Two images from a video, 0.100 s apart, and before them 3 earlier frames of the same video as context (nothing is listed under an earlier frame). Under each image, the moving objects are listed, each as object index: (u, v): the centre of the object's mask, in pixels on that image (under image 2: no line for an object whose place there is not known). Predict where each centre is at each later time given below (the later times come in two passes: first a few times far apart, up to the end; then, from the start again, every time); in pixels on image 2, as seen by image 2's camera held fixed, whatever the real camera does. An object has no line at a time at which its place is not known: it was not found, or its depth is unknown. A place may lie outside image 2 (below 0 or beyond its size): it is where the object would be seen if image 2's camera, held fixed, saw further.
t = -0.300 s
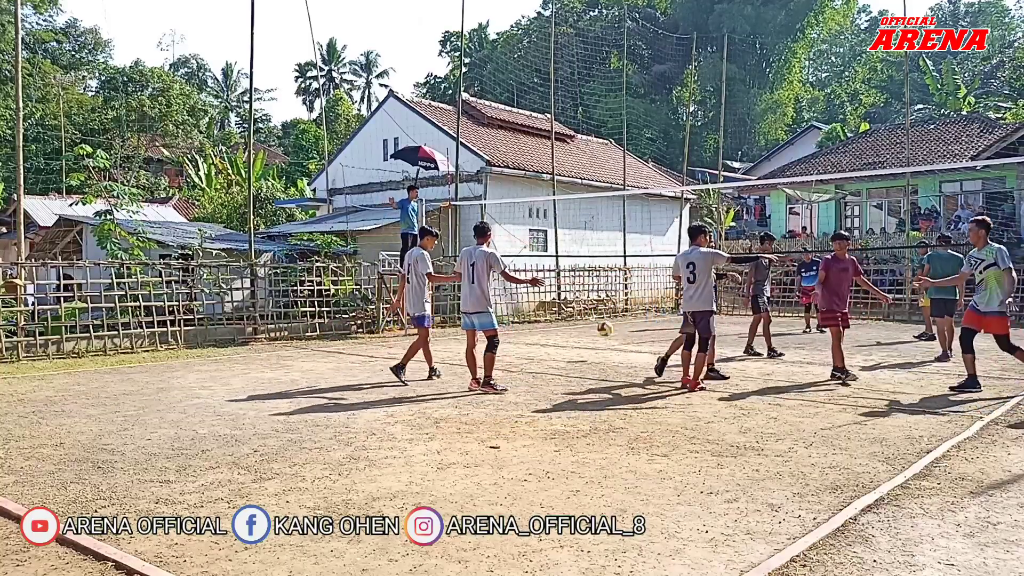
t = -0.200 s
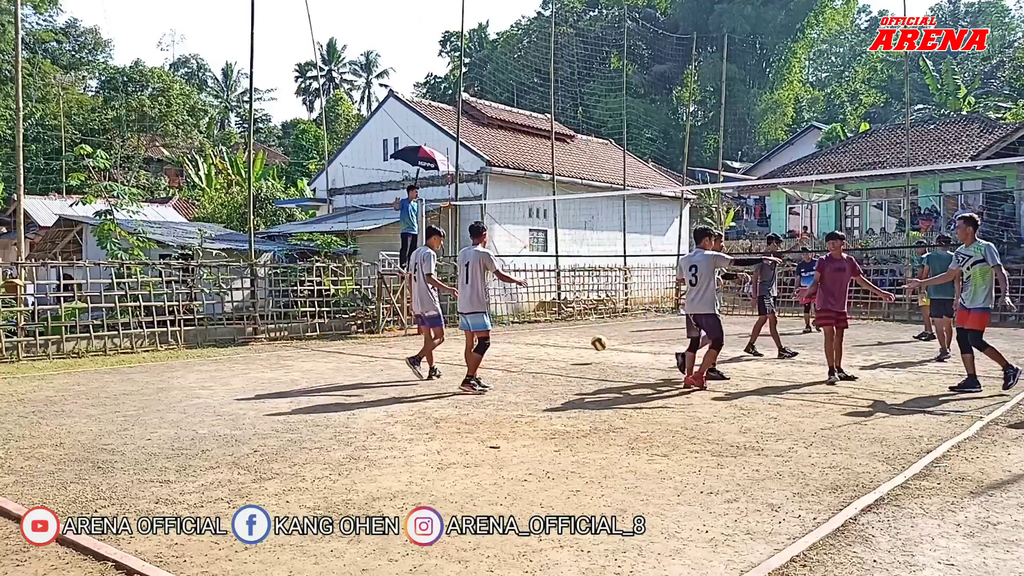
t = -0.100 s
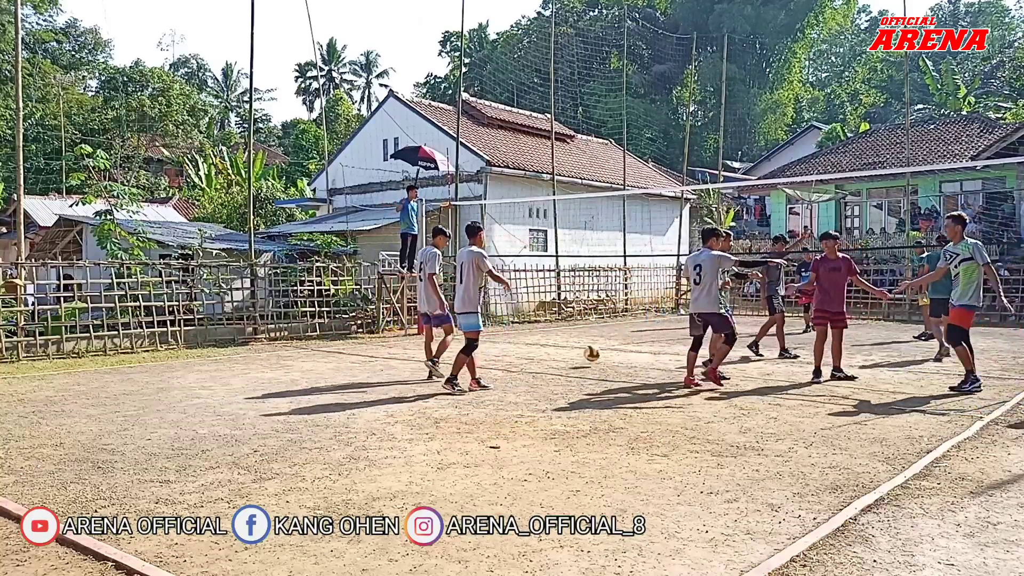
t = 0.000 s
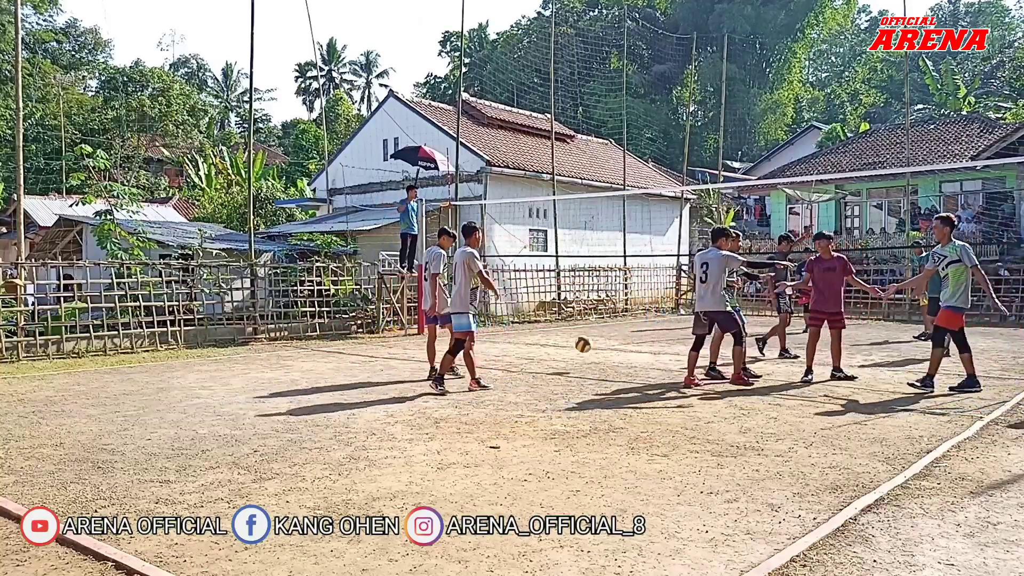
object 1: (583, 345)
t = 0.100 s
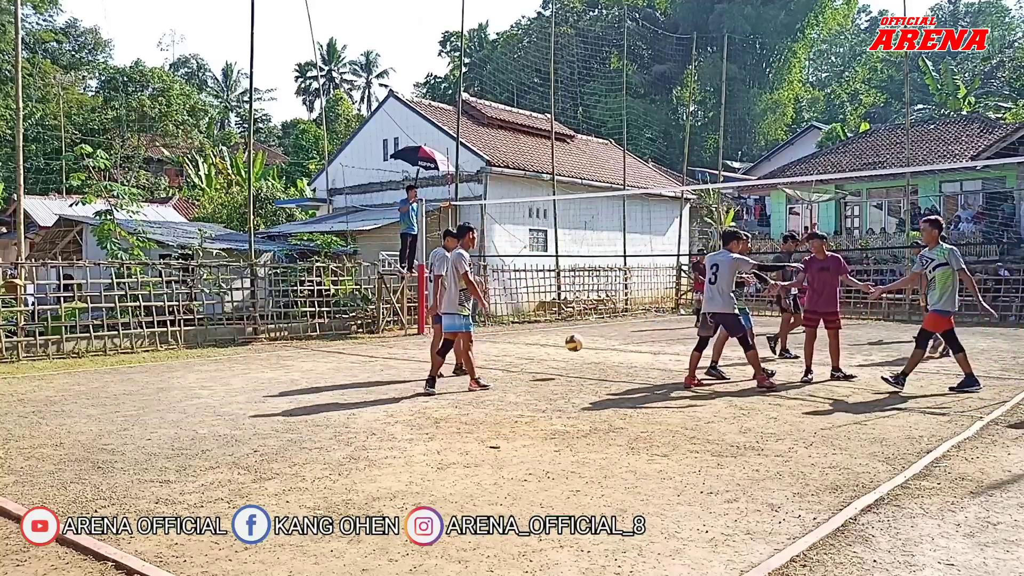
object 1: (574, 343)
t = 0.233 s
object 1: (560, 357)
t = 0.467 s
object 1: (534, 366)
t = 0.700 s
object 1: (503, 388)
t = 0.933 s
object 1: (460, 393)
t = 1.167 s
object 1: (401, 446)
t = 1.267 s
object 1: (368, 441)
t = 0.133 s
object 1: (570, 345)
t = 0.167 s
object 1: (567, 348)
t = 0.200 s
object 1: (563, 352)
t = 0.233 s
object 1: (560, 357)
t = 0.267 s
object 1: (556, 363)
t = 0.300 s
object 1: (554, 371)
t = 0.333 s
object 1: (550, 378)
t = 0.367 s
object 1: (545, 374)
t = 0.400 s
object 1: (542, 369)
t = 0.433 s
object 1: (538, 368)
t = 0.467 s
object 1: (534, 366)
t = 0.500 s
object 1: (531, 365)
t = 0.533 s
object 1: (526, 365)
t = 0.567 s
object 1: (522, 367)
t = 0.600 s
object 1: (517, 370)
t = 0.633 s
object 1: (513, 374)
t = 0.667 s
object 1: (508, 380)
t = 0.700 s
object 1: (503, 388)
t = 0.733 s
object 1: (499, 398)
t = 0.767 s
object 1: (492, 403)
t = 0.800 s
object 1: (486, 398)
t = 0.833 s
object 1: (480, 395)
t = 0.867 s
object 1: (473, 393)
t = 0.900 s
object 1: (467, 392)
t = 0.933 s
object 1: (460, 393)
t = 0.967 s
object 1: (452, 396)
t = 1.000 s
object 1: (444, 400)
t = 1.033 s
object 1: (436, 407)
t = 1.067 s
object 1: (428, 415)
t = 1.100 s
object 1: (419, 426)
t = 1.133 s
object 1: (410, 438)
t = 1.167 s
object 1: (401, 446)
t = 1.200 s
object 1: (391, 443)
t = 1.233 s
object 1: (380, 441)
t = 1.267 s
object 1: (368, 441)
